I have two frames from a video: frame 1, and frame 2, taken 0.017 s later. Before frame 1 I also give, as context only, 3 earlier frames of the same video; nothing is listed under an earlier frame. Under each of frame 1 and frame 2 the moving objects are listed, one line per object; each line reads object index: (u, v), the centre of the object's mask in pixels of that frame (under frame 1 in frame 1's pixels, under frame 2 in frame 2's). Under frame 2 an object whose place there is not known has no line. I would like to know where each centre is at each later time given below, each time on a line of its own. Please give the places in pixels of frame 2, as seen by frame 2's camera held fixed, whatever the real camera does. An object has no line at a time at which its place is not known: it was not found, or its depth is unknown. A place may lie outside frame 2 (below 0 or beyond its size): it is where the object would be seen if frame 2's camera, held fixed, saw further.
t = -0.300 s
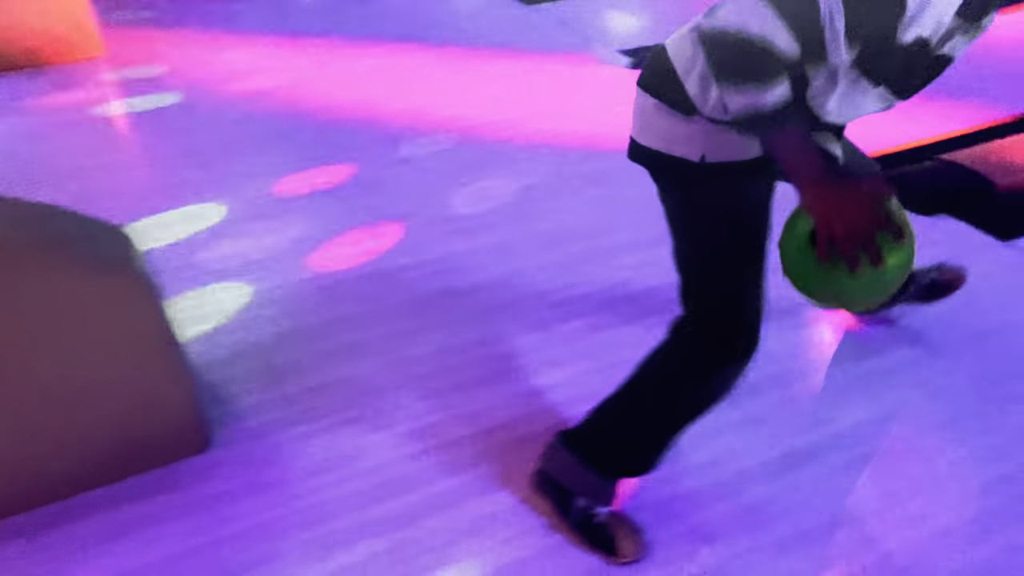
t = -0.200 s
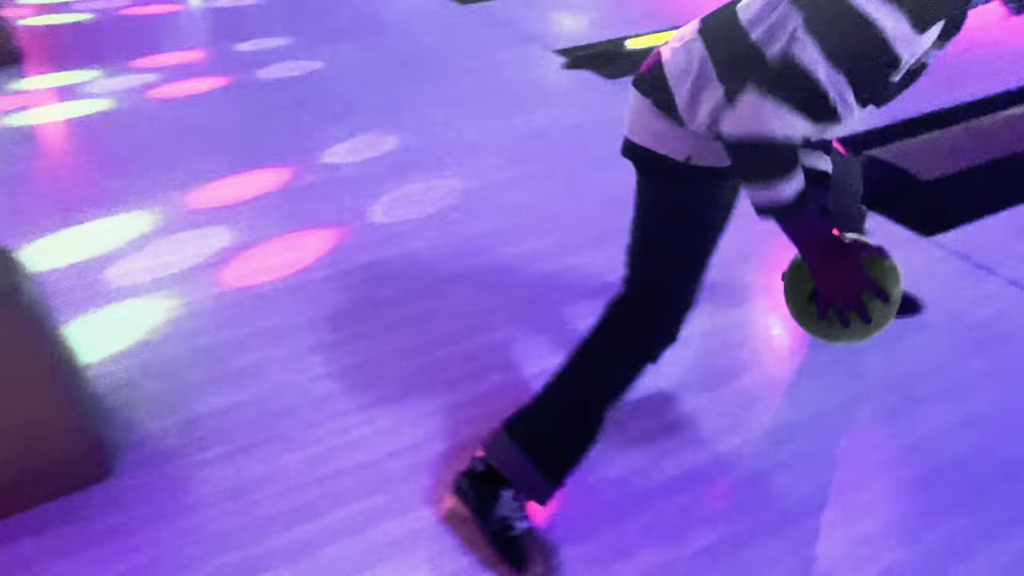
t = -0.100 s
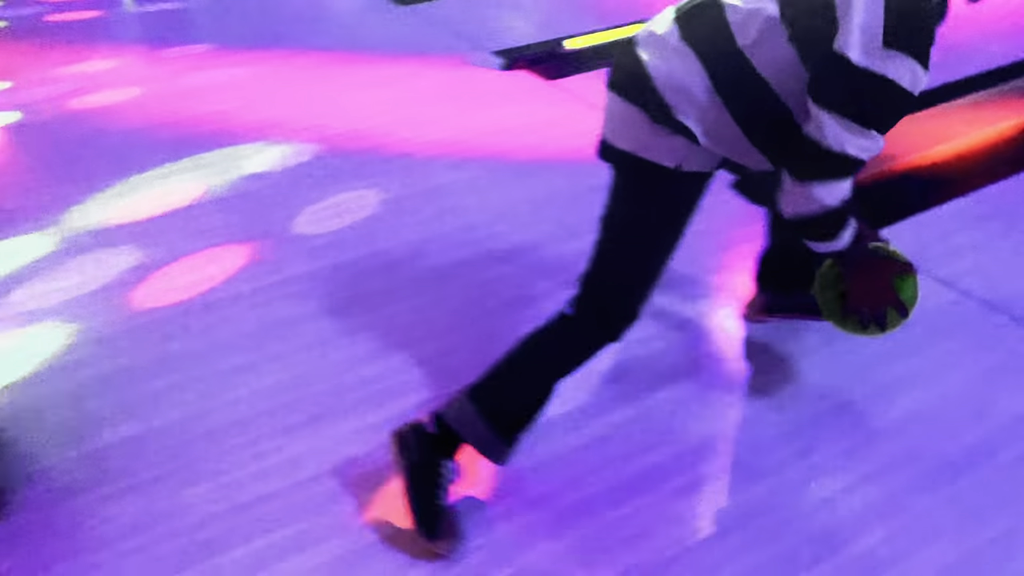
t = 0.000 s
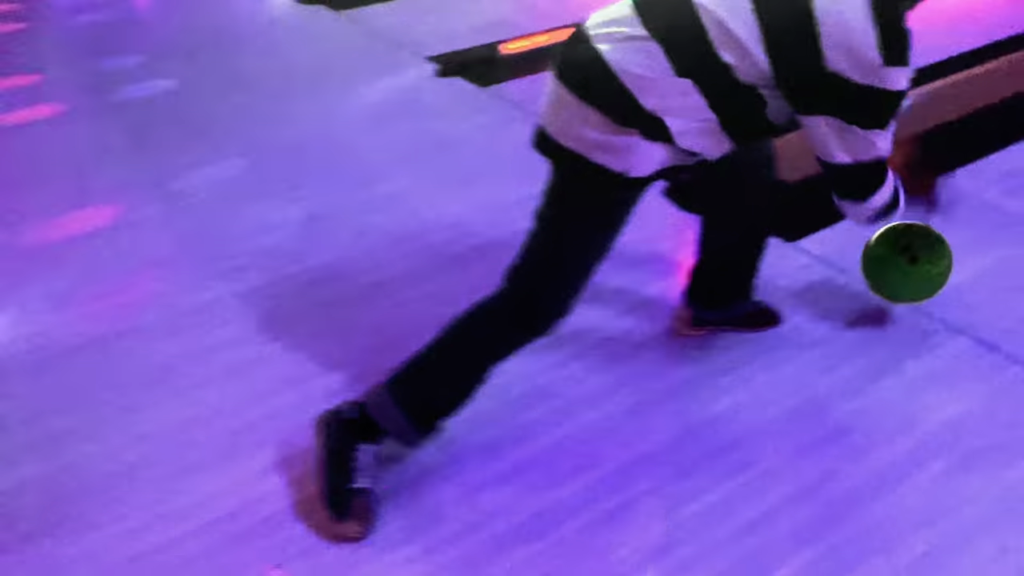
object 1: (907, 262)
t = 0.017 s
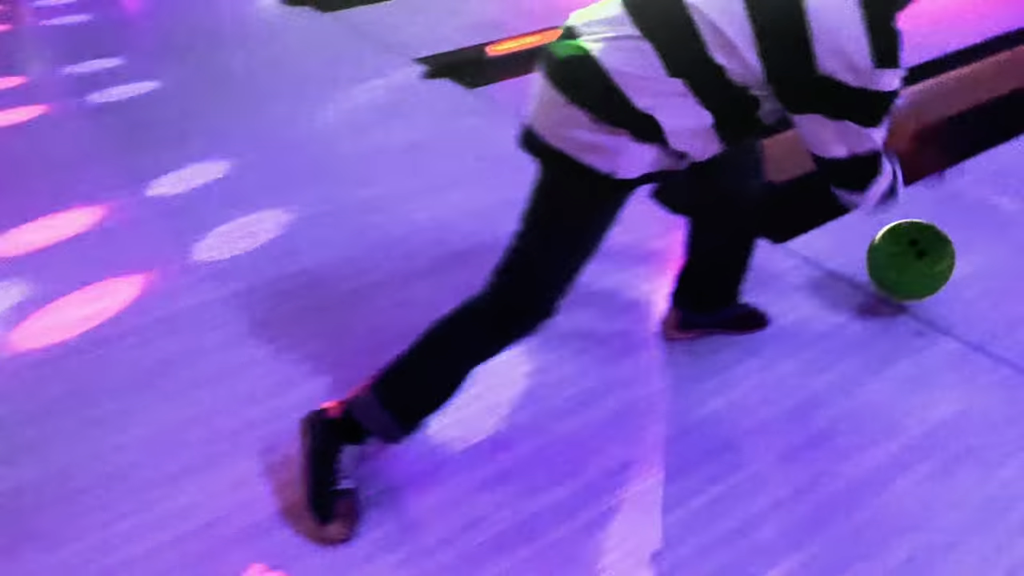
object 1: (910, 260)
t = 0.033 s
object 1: (927, 256)
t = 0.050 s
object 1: (941, 252)
